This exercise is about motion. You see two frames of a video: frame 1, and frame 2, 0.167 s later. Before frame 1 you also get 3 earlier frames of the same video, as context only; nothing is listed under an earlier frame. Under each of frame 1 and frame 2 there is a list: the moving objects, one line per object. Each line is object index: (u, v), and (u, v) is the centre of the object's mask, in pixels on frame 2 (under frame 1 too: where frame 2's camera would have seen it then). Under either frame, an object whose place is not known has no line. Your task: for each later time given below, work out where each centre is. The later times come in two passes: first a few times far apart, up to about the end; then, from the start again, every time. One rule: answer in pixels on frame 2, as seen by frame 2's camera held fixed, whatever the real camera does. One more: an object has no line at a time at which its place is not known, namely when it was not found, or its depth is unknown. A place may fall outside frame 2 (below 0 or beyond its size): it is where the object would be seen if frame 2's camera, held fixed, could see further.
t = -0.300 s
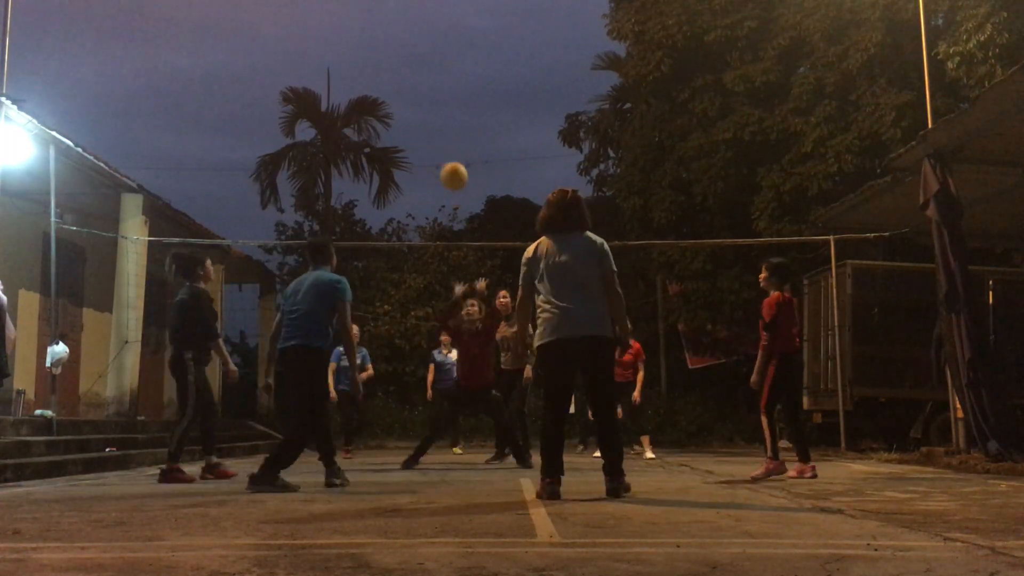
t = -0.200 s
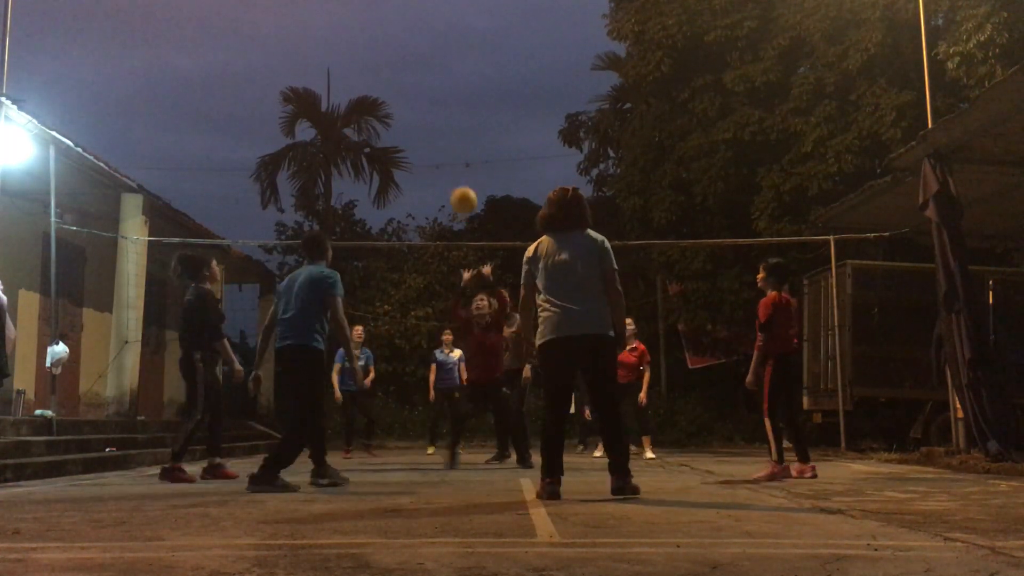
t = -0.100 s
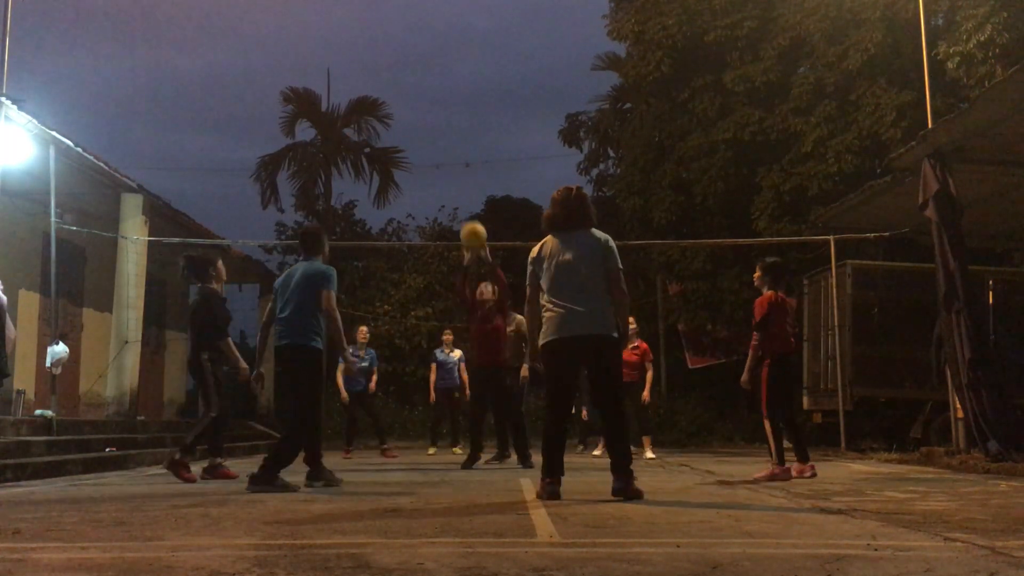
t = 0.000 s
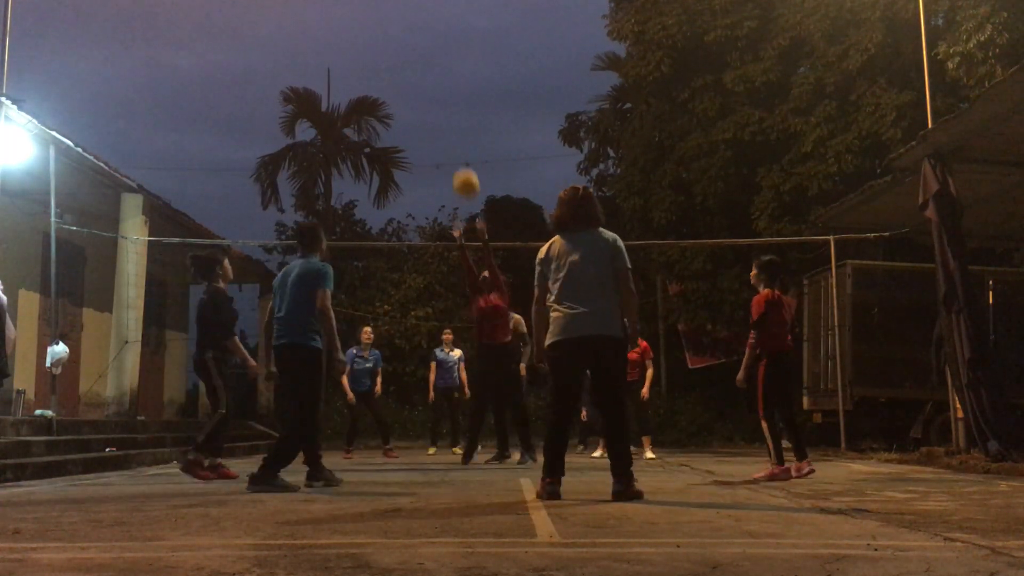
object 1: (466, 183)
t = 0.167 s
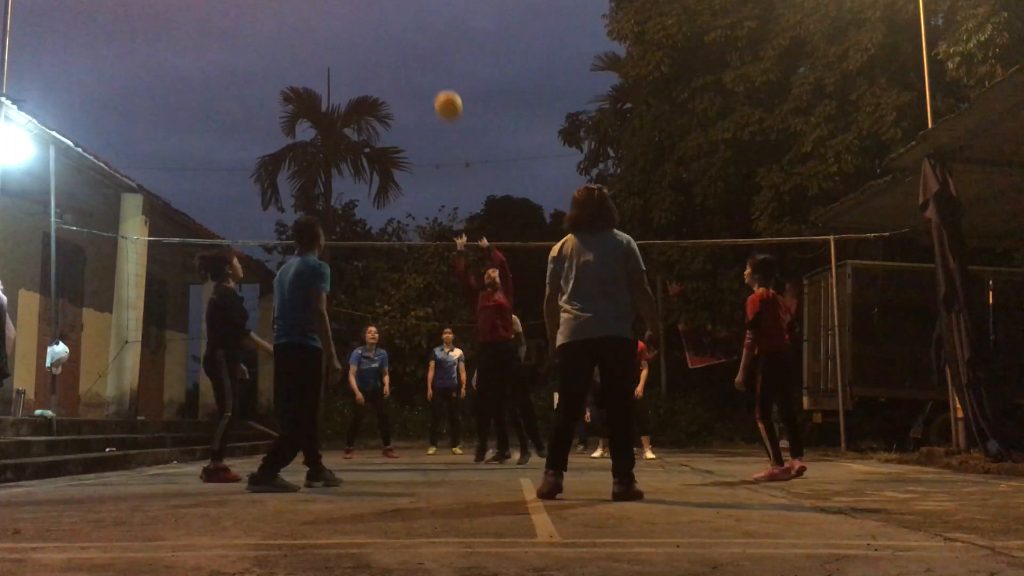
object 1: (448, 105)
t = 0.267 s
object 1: (437, 72)
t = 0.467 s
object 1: (416, 38)
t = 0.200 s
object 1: (445, 92)
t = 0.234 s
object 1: (441, 83)
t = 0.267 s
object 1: (437, 72)
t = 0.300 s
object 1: (433, 63)
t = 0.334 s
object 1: (430, 56)
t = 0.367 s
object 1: (426, 50)
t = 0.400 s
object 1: (423, 44)
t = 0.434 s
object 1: (419, 40)
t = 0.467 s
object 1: (416, 38)
